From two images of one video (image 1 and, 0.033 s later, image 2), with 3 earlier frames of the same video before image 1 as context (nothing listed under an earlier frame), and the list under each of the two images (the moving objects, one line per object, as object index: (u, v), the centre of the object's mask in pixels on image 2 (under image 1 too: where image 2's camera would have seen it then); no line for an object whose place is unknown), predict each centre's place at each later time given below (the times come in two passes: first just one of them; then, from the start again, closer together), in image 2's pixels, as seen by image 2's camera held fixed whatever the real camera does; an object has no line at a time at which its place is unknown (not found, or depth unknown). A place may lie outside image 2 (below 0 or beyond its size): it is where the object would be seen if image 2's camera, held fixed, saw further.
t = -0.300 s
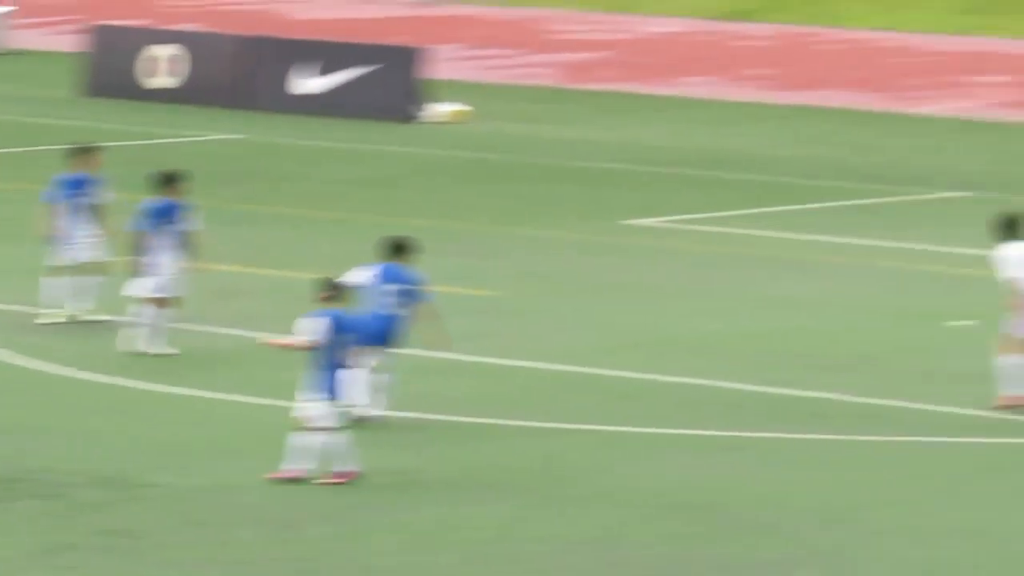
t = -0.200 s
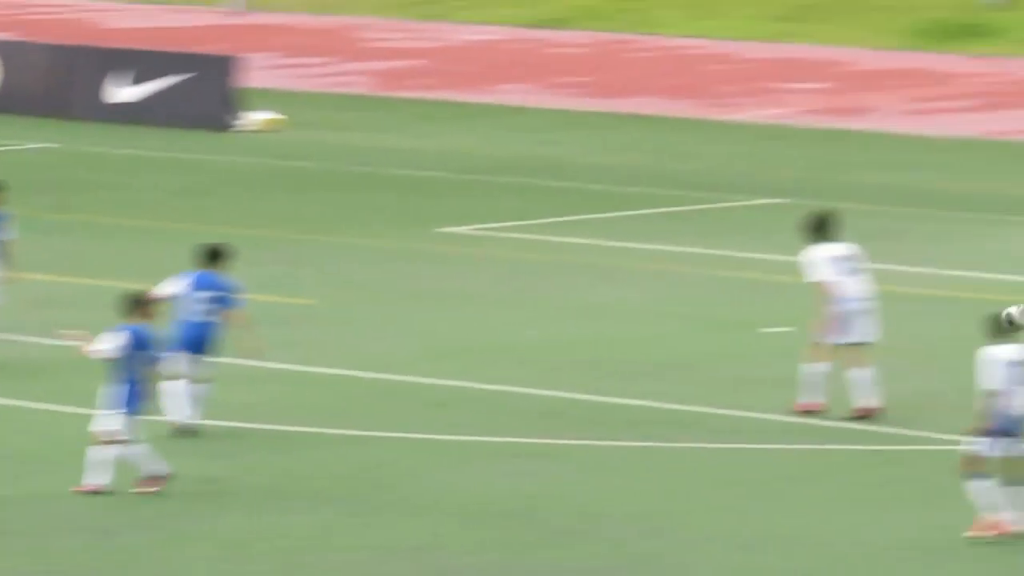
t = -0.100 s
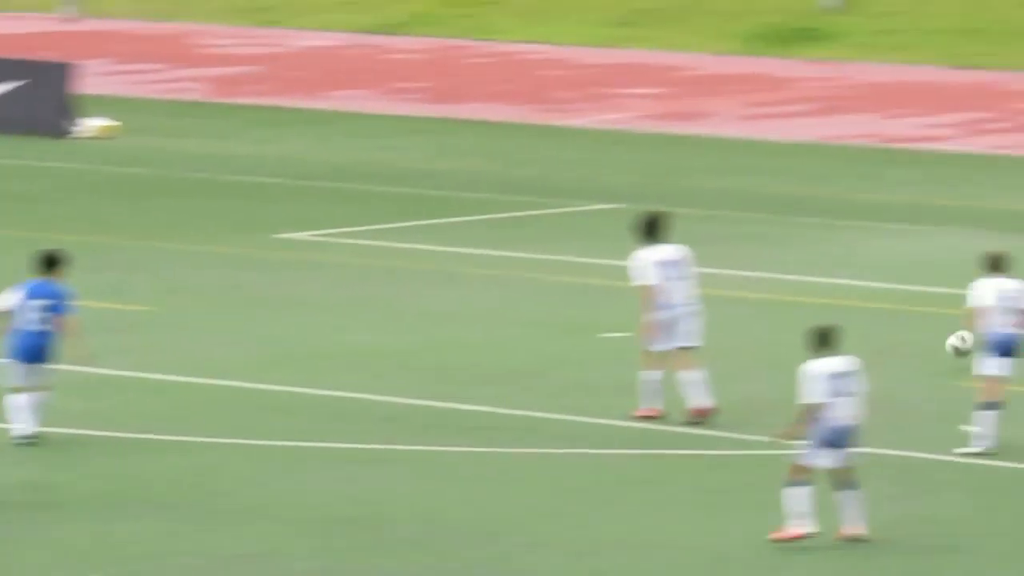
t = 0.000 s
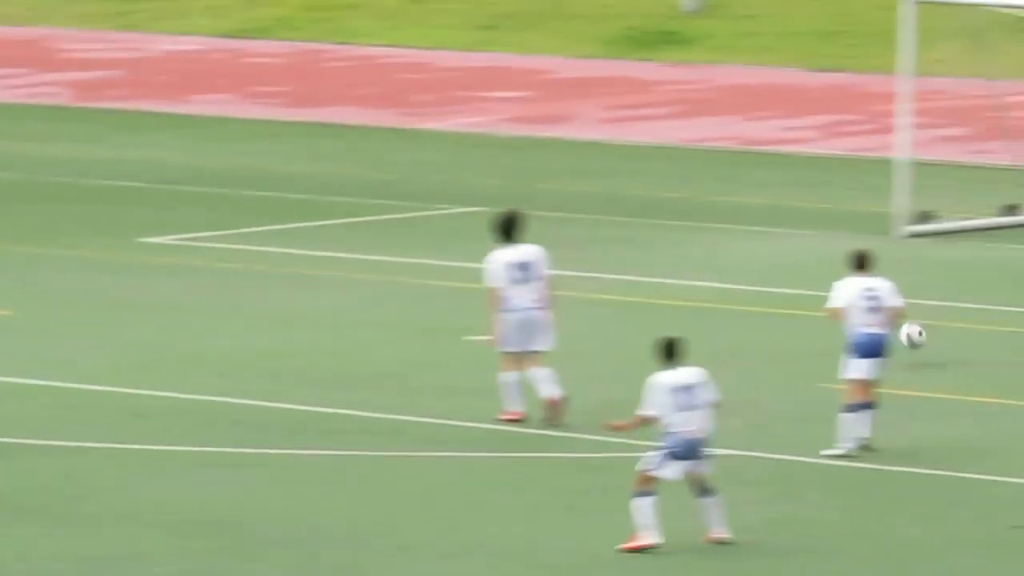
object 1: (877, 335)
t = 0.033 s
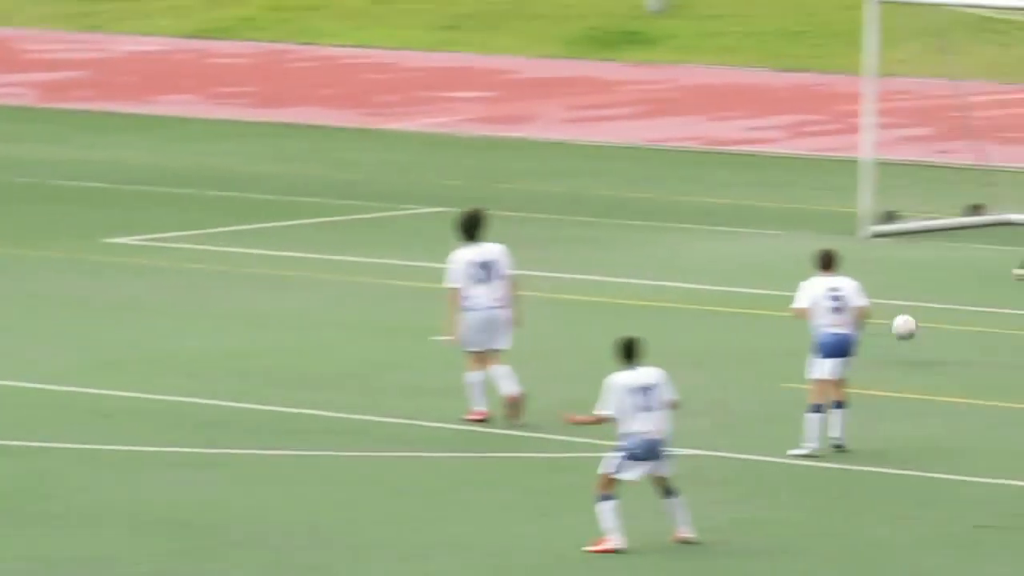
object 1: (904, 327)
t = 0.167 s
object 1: (1010, 305)
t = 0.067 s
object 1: (931, 320)
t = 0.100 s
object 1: (958, 313)
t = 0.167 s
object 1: (1010, 305)
